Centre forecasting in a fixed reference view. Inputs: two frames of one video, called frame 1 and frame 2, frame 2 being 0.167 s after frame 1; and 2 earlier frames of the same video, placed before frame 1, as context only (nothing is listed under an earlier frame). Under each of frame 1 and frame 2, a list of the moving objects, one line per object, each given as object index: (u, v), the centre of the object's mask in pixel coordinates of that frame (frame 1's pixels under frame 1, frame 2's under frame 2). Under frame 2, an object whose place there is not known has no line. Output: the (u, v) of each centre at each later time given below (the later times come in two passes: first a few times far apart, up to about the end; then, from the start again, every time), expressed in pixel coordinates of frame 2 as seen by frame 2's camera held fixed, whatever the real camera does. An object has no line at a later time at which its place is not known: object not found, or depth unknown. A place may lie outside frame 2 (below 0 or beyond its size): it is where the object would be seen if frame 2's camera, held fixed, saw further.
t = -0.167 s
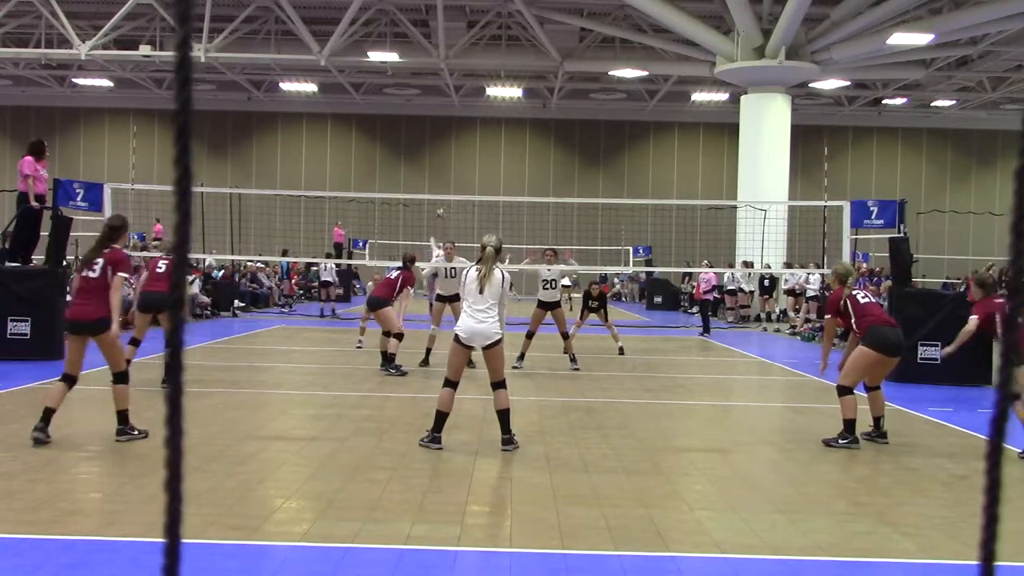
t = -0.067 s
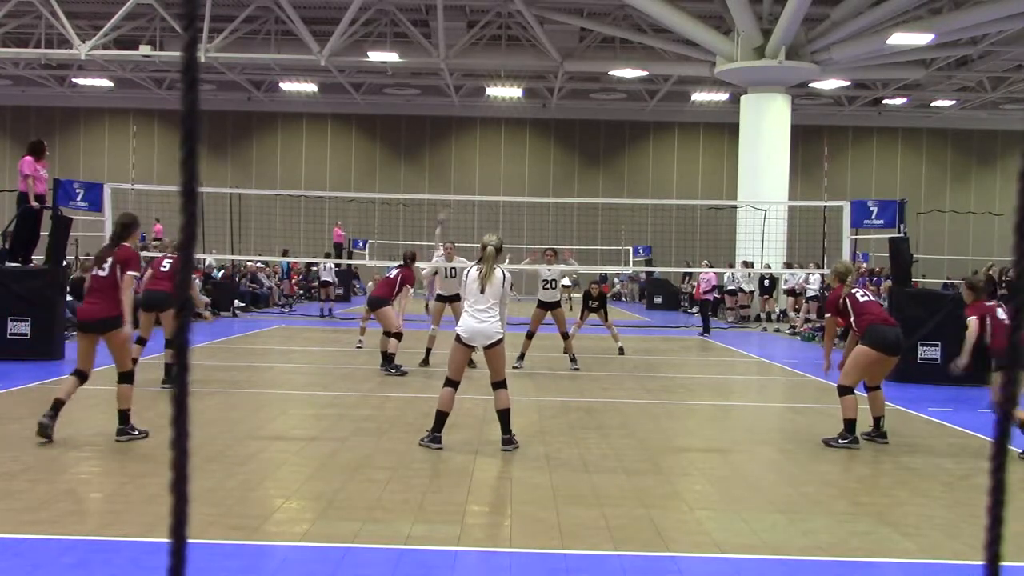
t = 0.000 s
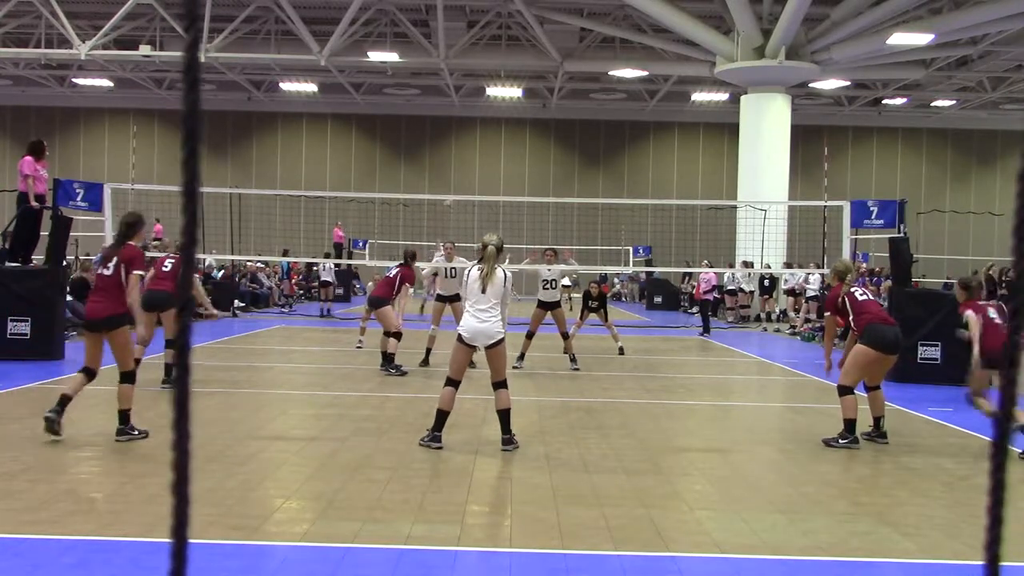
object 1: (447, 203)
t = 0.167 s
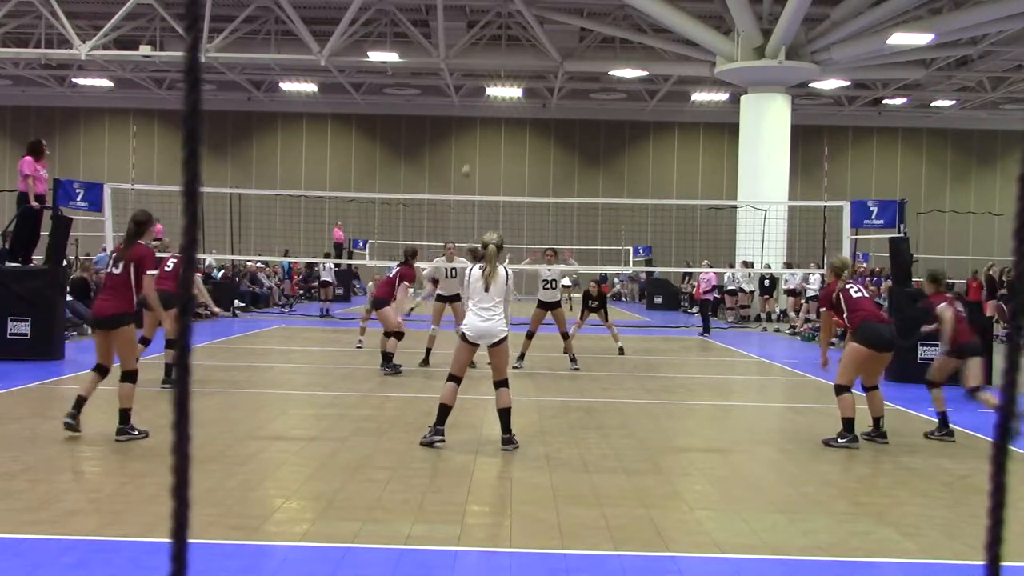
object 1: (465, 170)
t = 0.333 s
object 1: (491, 144)
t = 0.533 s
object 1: (523, 128)
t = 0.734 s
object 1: (565, 136)
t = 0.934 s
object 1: (624, 184)
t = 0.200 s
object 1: (469, 163)
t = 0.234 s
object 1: (474, 159)
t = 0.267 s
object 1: (480, 155)
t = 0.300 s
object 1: (485, 149)
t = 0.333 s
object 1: (491, 144)
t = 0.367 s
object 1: (495, 139)
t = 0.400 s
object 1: (501, 137)
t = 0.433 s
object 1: (506, 133)
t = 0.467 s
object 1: (512, 130)
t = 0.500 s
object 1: (517, 128)
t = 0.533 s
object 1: (523, 128)
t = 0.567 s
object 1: (529, 129)
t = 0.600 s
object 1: (536, 128)
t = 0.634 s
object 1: (543, 129)
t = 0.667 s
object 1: (550, 129)
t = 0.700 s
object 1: (557, 132)
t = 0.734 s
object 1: (565, 136)
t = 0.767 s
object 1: (573, 141)
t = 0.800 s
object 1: (582, 147)
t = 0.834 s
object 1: (592, 155)
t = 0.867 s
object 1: (601, 161)
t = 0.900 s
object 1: (614, 173)
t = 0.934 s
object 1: (624, 184)
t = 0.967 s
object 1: (636, 197)
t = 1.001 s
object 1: (651, 215)
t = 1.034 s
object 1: (664, 228)
